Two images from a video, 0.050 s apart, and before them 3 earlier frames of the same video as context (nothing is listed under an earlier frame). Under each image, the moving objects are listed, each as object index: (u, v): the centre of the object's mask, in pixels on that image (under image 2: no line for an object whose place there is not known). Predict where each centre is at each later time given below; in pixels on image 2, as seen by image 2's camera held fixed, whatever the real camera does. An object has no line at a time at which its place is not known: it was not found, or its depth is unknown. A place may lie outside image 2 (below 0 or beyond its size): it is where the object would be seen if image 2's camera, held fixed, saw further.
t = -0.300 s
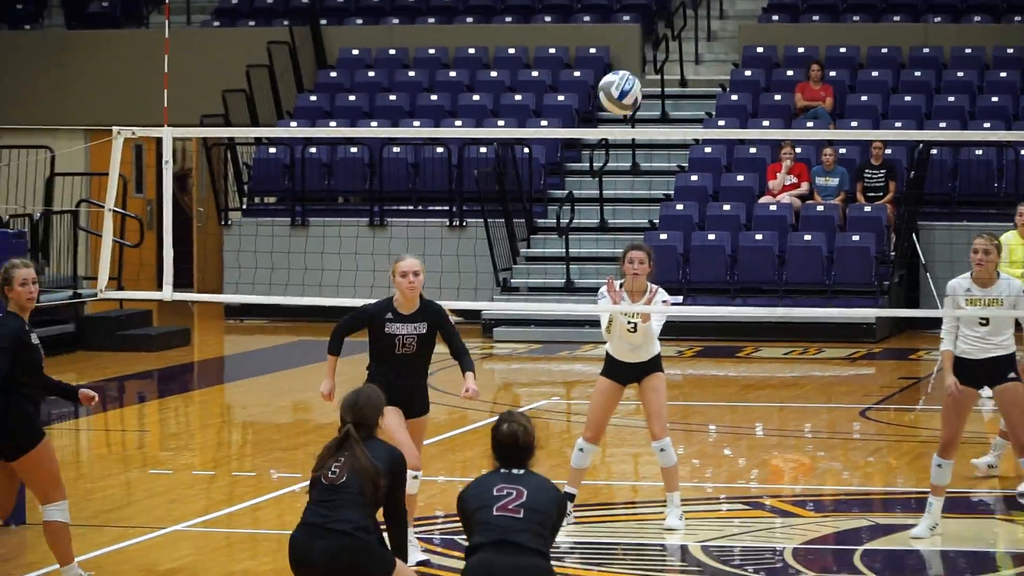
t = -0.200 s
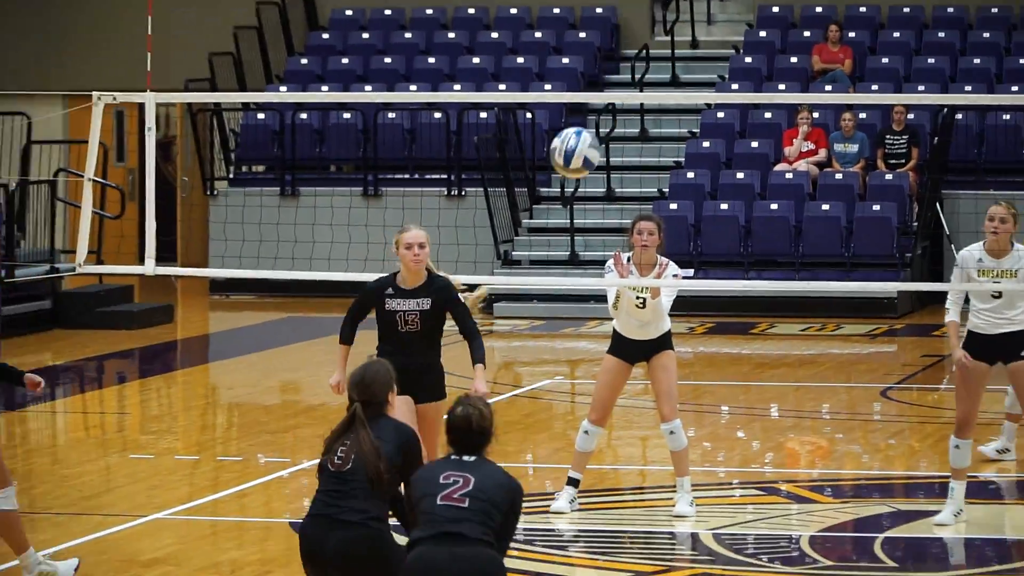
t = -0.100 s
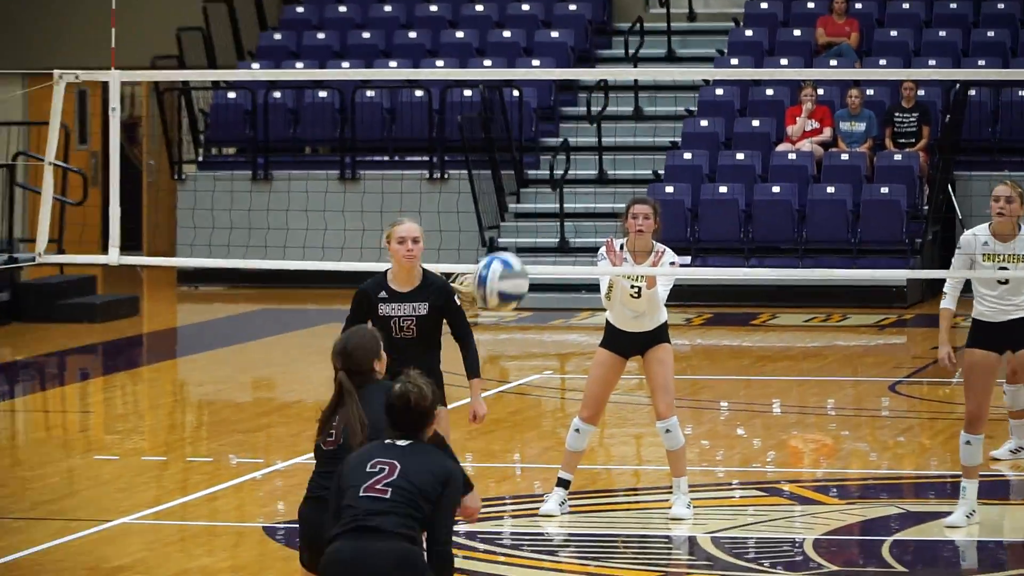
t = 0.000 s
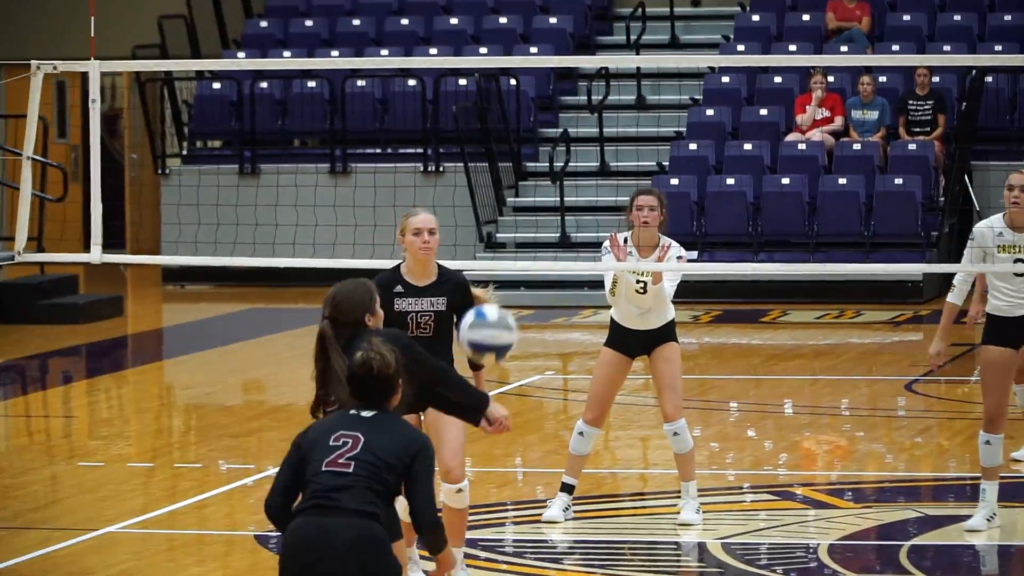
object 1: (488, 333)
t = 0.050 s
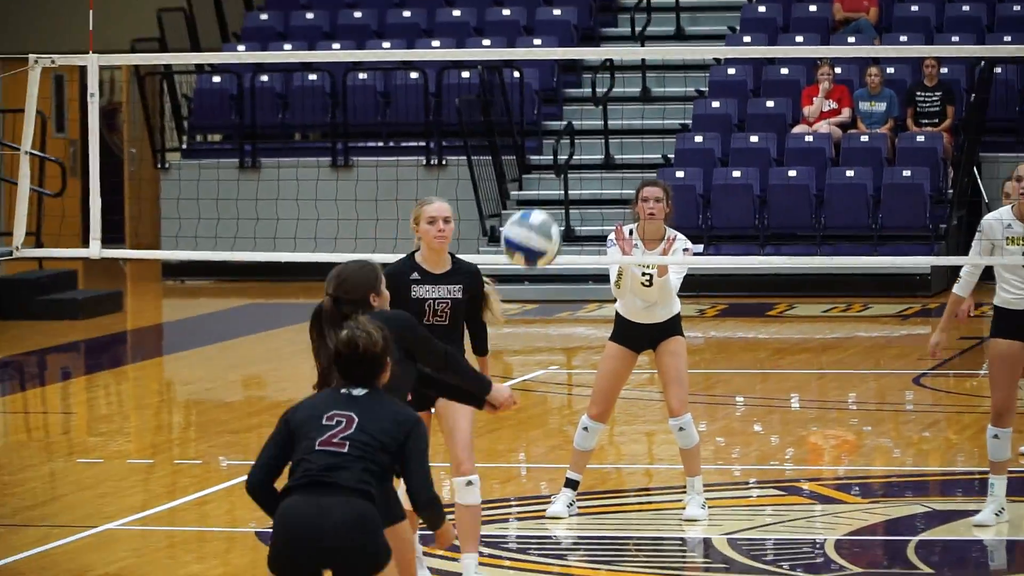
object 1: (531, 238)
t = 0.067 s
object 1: (545, 211)
